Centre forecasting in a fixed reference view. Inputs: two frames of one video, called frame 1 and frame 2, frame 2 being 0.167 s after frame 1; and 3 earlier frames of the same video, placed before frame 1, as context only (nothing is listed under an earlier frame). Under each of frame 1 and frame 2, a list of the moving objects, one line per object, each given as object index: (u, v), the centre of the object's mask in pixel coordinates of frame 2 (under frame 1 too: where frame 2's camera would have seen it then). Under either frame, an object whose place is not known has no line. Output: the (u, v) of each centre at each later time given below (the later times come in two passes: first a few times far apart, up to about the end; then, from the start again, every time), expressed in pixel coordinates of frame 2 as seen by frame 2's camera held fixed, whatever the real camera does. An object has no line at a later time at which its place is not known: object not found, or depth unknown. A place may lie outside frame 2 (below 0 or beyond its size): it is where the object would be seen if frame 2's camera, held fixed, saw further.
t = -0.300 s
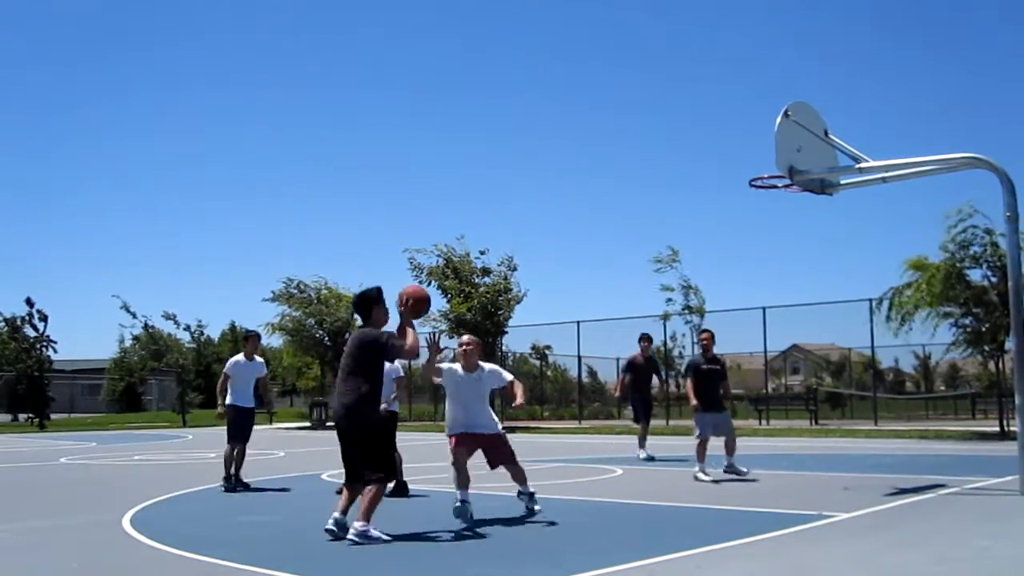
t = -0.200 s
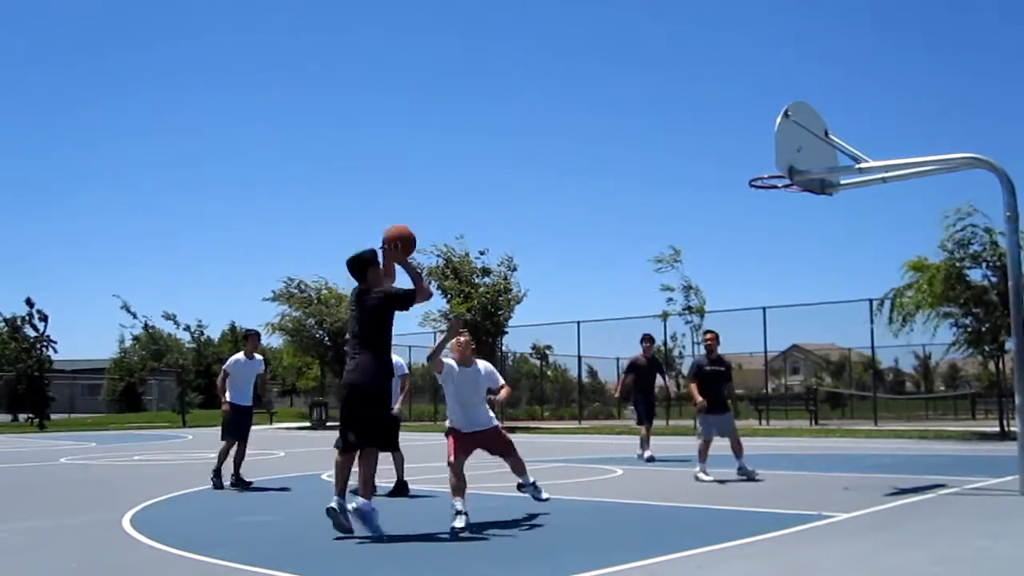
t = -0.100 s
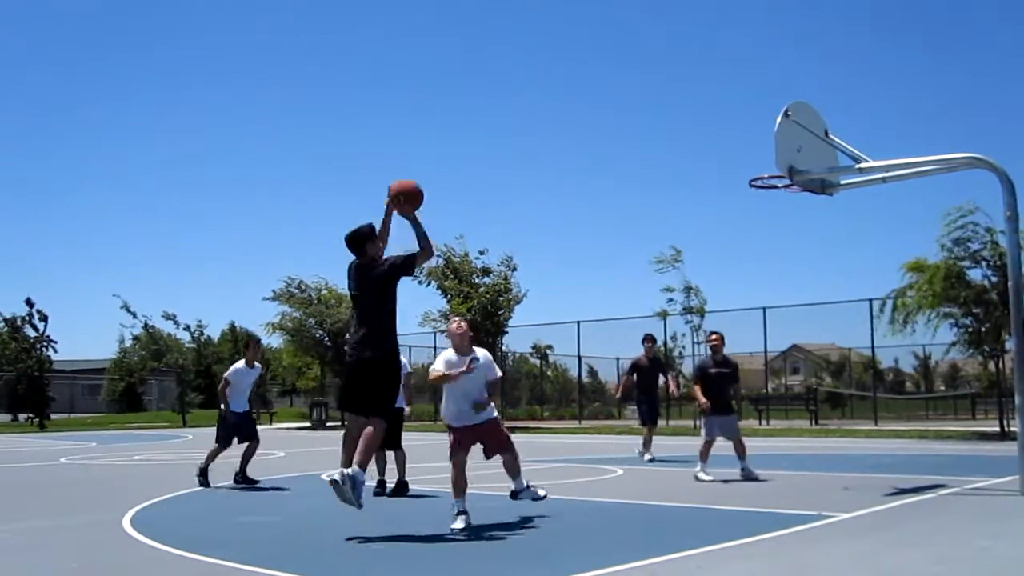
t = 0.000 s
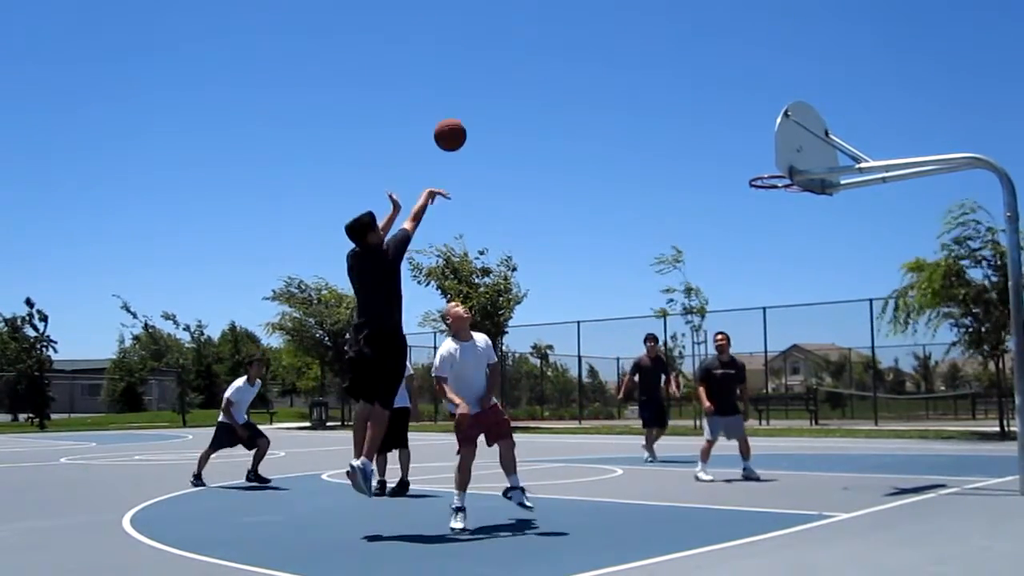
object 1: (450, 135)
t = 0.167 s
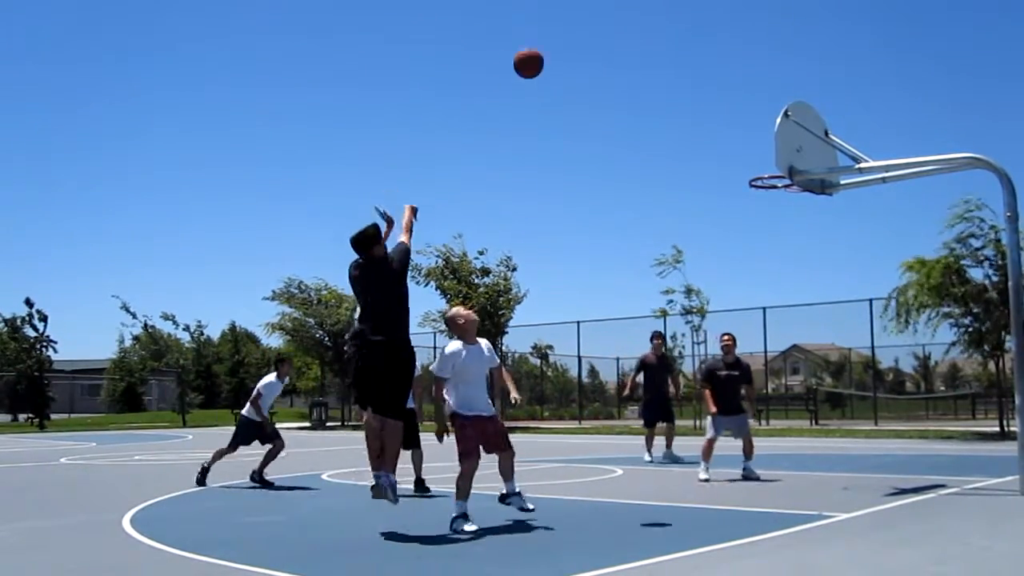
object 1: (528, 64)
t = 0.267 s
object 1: (569, 40)
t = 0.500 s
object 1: (650, 32)
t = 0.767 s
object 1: (726, 87)
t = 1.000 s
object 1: (779, 179)
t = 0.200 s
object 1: (542, 54)
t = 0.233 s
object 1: (556, 47)
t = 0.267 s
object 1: (569, 40)
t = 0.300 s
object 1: (582, 36)
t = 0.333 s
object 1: (594, 32)
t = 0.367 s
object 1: (606, 29)
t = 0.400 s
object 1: (618, 28)
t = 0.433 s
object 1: (629, 28)
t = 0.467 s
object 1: (640, 30)
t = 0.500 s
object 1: (650, 32)
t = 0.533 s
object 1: (661, 35)
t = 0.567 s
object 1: (671, 40)
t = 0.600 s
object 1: (681, 46)
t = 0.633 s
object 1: (690, 52)
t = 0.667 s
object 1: (699, 59)
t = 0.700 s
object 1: (709, 67)
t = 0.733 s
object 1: (718, 77)
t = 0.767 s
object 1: (726, 87)
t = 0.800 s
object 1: (735, 97)
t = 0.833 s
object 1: (744, 109)
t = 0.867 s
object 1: (752, 121)
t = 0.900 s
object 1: (761, 134)
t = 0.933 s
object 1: (767, 148)
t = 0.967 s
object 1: (772, 164)
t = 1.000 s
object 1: (779, 179)
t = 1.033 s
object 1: (793, 195)
